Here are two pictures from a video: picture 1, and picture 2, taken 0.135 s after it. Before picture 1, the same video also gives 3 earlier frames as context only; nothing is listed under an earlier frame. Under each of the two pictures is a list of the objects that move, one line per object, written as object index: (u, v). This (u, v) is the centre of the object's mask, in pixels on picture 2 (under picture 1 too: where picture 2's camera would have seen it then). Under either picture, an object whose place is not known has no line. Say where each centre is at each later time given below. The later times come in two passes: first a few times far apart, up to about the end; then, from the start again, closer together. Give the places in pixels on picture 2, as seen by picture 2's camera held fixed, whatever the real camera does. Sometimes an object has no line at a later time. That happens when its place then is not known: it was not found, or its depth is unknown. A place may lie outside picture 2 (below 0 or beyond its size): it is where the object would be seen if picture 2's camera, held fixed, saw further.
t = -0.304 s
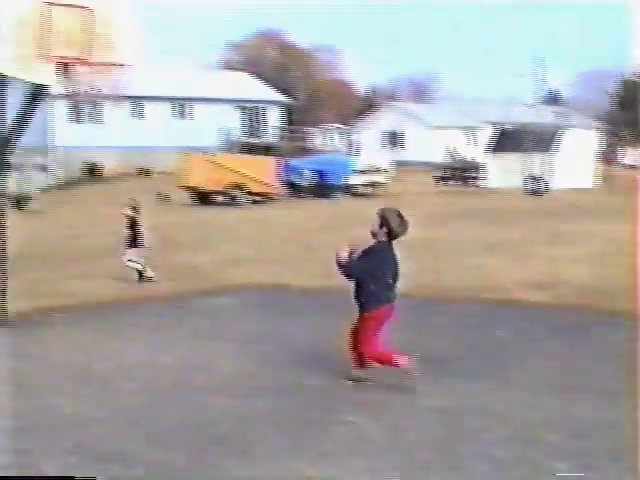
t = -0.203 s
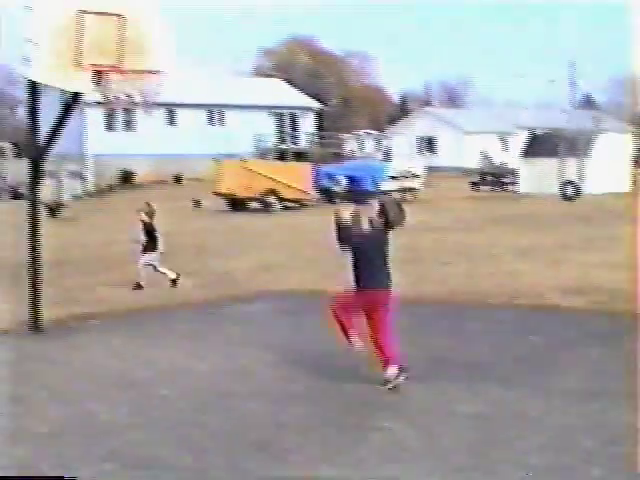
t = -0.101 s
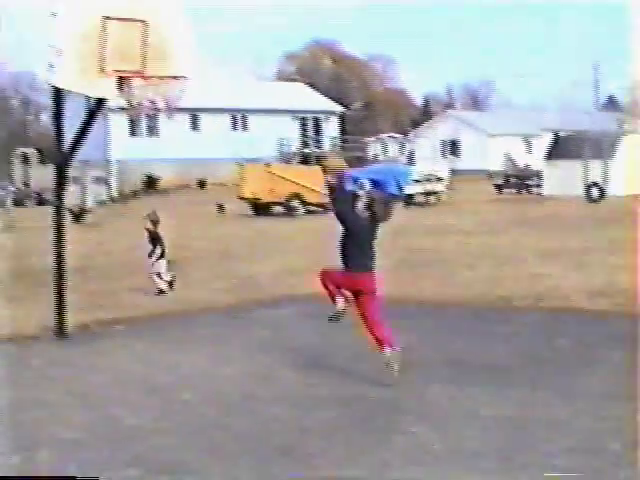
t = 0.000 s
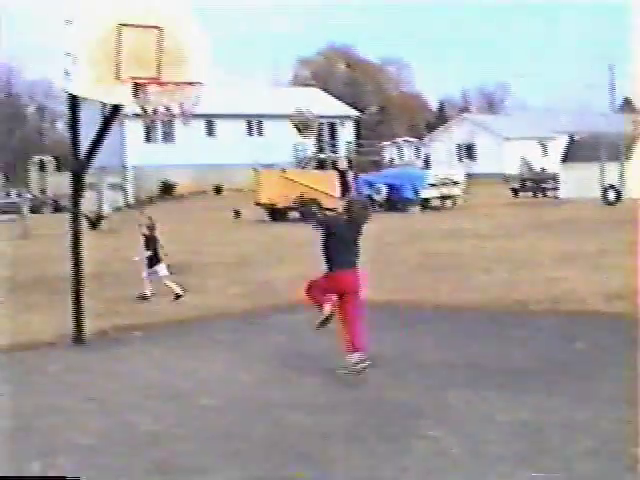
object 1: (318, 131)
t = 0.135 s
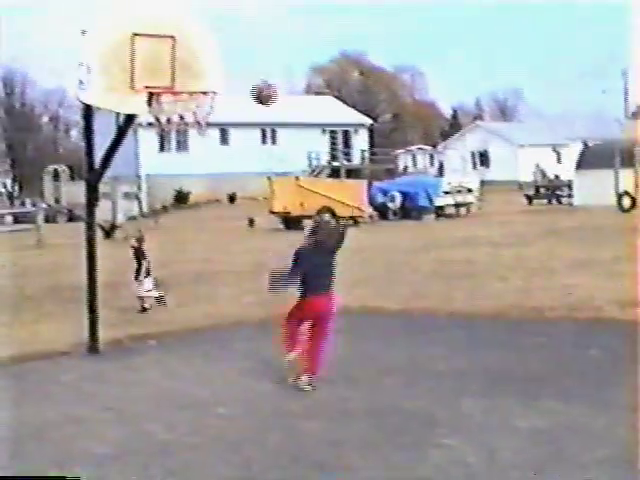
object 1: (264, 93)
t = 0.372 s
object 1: (194, 78)
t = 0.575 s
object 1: (176, 68)
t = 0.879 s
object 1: (152, 162)
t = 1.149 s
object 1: (136, 355)
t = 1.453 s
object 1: (103, 323)
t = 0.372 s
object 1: (194, 78)
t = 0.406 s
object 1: (191, 71)
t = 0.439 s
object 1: (188, 67)
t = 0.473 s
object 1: (185, 65)
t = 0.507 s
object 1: (181, 64)
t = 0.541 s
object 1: (178, 66)
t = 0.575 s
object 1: (176, 68)
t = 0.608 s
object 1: (174, 70)
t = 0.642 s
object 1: (171, 76)
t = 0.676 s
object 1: (168, 84)
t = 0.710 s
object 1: (165, 92)
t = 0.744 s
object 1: (161, 102)
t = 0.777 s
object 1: (161, 114)
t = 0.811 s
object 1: (157, 128)
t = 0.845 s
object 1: (156, 142)
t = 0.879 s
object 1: (152, 162)
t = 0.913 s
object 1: (150, 181)
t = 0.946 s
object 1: (148, 201)
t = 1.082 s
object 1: (137, 301)
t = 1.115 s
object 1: (137, 328)
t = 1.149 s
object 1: (136, 355)
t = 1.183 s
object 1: (134, 385)
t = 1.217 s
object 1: (130, 381)
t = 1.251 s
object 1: (124, 366)
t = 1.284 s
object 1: (121, 354)
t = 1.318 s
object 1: (116, 345)
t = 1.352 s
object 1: (113, 337)
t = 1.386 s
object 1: (110, 331)
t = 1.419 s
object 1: (107, 325)
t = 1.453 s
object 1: (103, 323)
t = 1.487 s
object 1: (98, 321)
